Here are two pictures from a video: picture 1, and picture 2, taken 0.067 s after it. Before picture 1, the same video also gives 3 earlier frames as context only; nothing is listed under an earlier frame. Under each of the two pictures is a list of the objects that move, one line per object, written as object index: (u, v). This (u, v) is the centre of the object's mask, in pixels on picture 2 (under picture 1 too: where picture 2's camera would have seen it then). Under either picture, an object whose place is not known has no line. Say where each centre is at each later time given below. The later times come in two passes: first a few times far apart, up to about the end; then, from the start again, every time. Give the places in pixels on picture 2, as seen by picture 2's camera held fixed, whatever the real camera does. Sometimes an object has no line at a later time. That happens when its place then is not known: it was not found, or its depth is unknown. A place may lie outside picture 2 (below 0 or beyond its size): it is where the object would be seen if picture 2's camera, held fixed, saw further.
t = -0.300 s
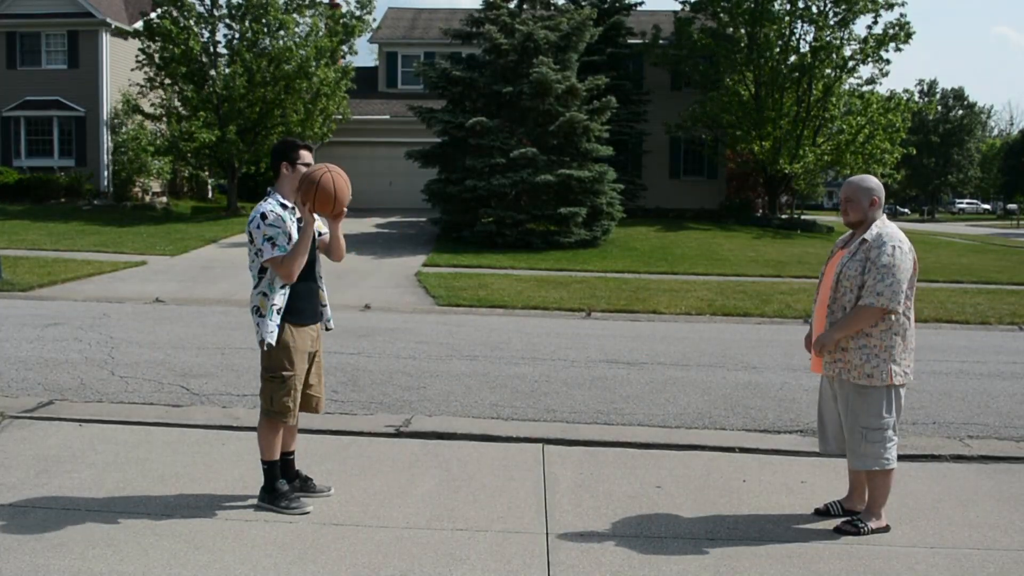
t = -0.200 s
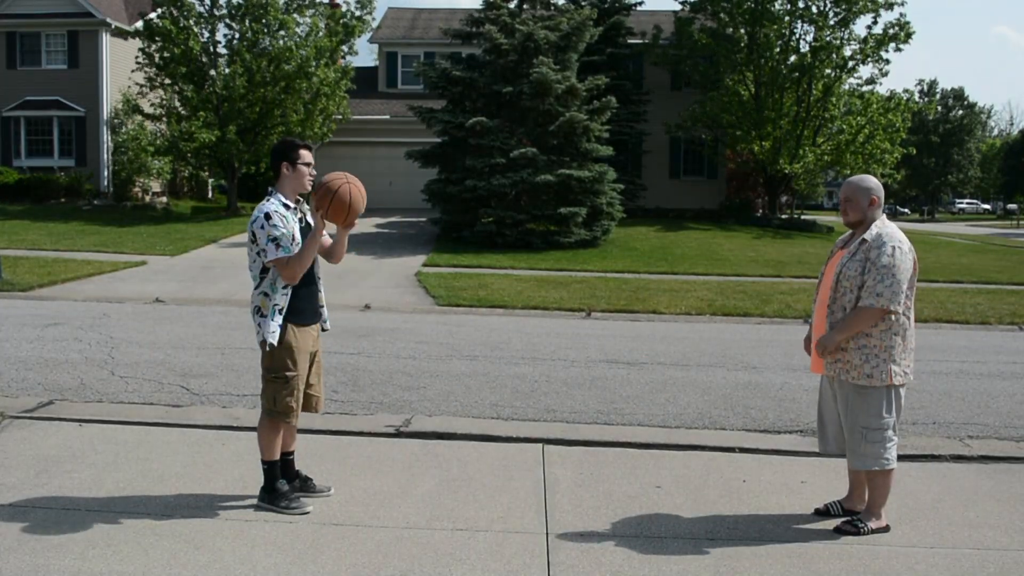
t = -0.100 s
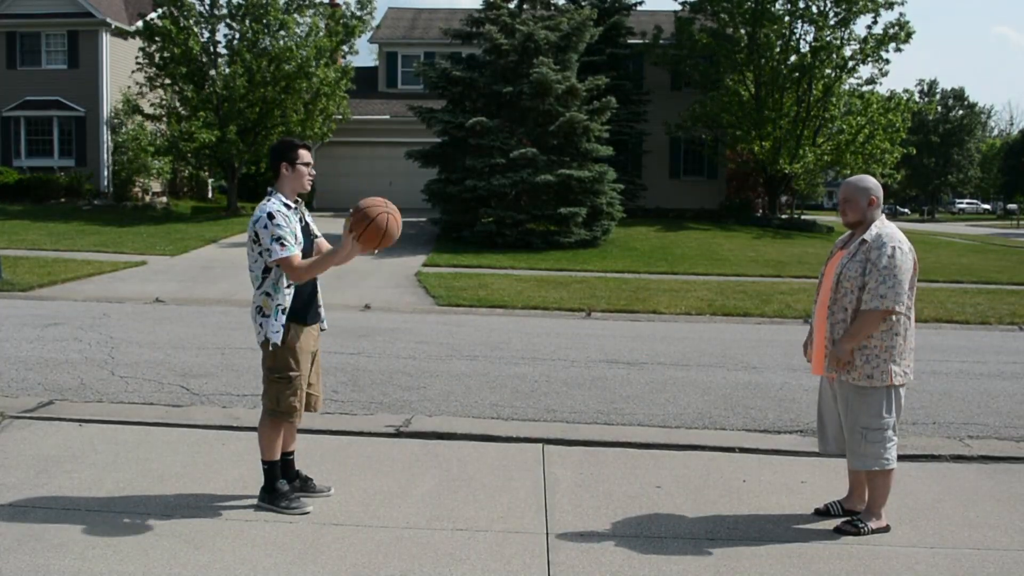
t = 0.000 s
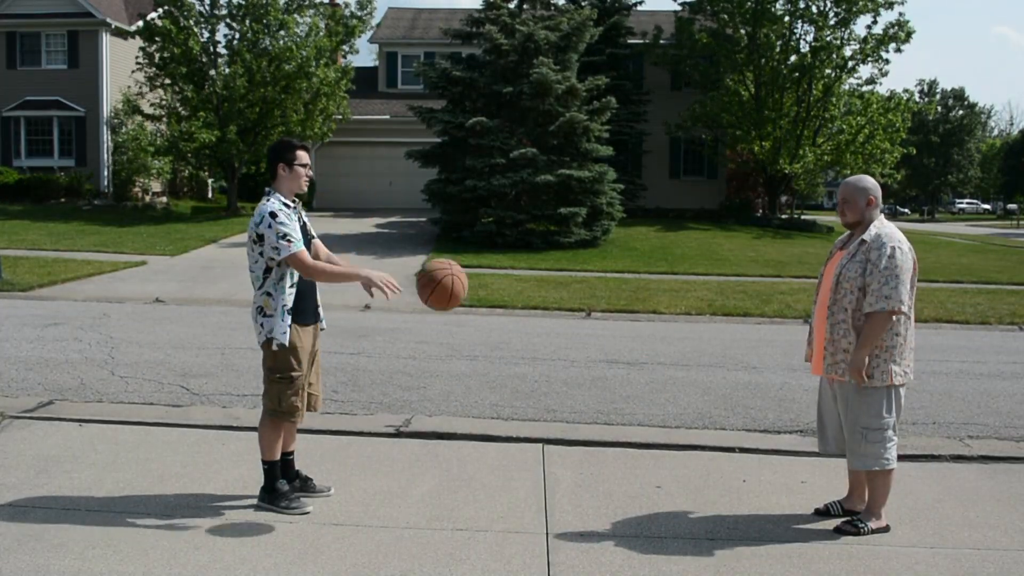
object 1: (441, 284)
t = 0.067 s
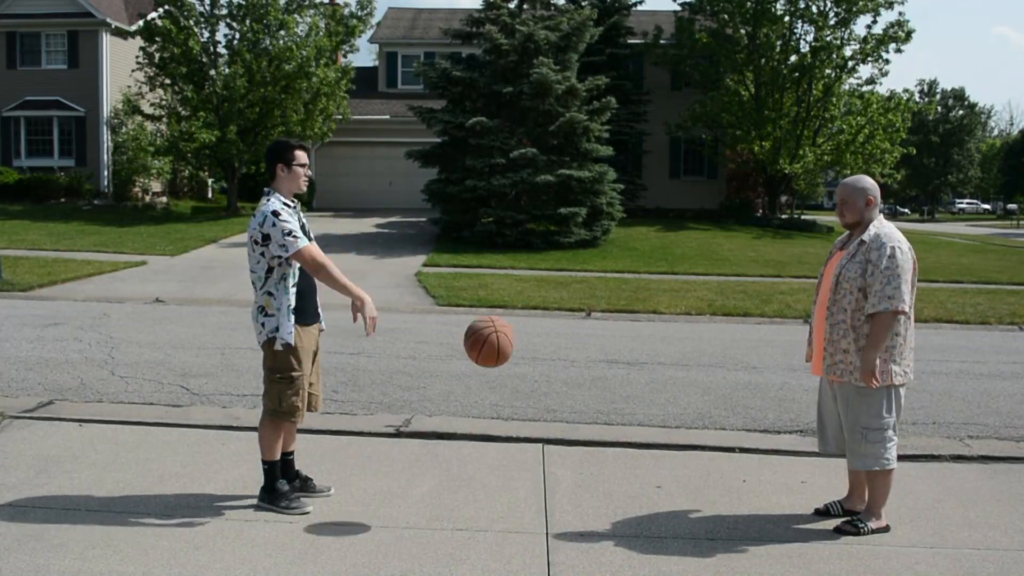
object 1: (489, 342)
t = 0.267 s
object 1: (611, 461)
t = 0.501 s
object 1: (702, 305)
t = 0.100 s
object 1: (513, 373)
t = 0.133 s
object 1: (536, 407)
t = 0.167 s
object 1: (558, 442)
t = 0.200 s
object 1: (580, 479)
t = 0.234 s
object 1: (598, 492)
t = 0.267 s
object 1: (611, 461)
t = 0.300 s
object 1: (624, 432)
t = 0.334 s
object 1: (637, 406)
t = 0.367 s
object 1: (650, 381)
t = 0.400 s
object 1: (663, 359)
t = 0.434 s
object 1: (676, 338)
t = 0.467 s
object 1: (689, 320)
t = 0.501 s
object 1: (702, 305)
